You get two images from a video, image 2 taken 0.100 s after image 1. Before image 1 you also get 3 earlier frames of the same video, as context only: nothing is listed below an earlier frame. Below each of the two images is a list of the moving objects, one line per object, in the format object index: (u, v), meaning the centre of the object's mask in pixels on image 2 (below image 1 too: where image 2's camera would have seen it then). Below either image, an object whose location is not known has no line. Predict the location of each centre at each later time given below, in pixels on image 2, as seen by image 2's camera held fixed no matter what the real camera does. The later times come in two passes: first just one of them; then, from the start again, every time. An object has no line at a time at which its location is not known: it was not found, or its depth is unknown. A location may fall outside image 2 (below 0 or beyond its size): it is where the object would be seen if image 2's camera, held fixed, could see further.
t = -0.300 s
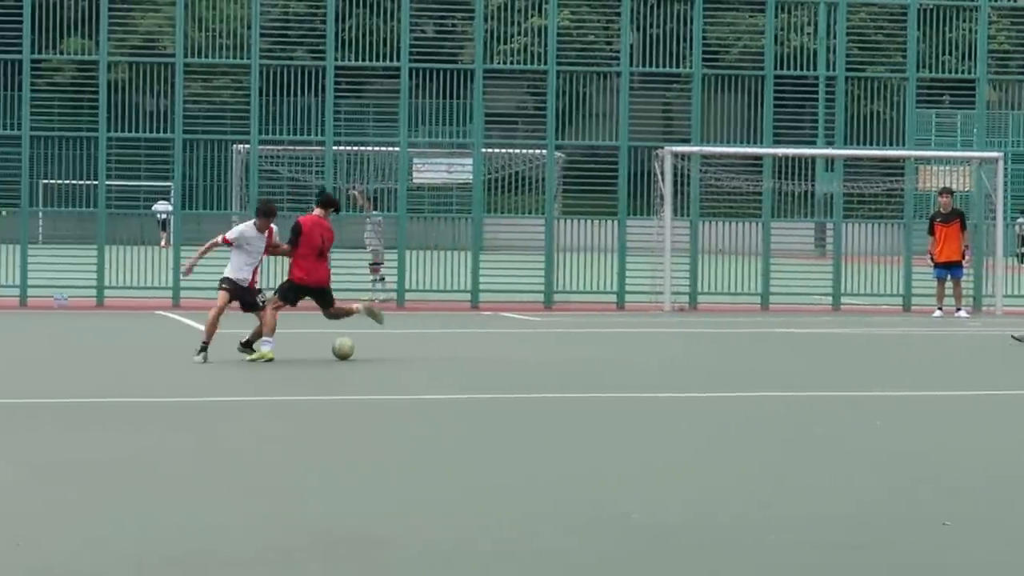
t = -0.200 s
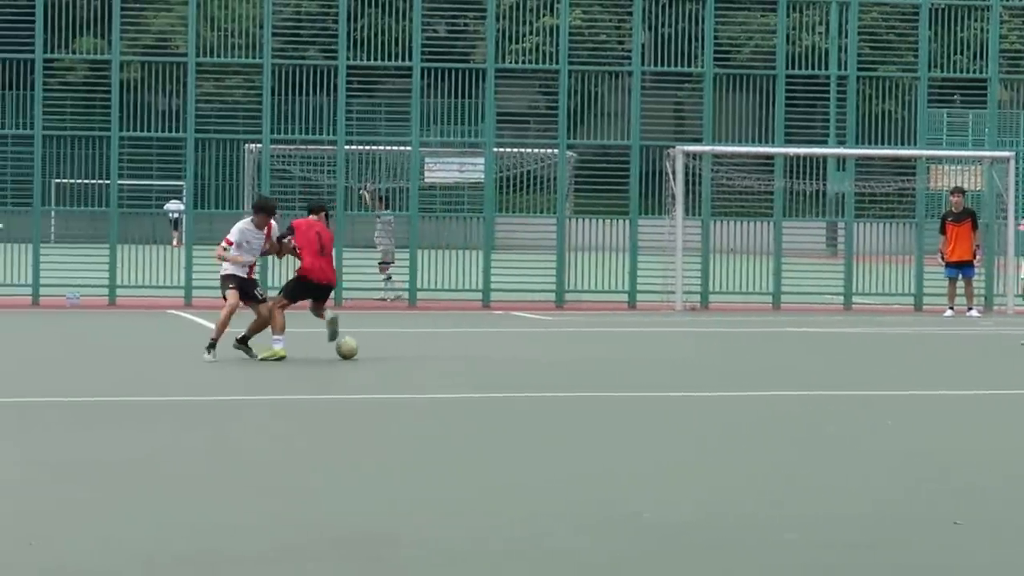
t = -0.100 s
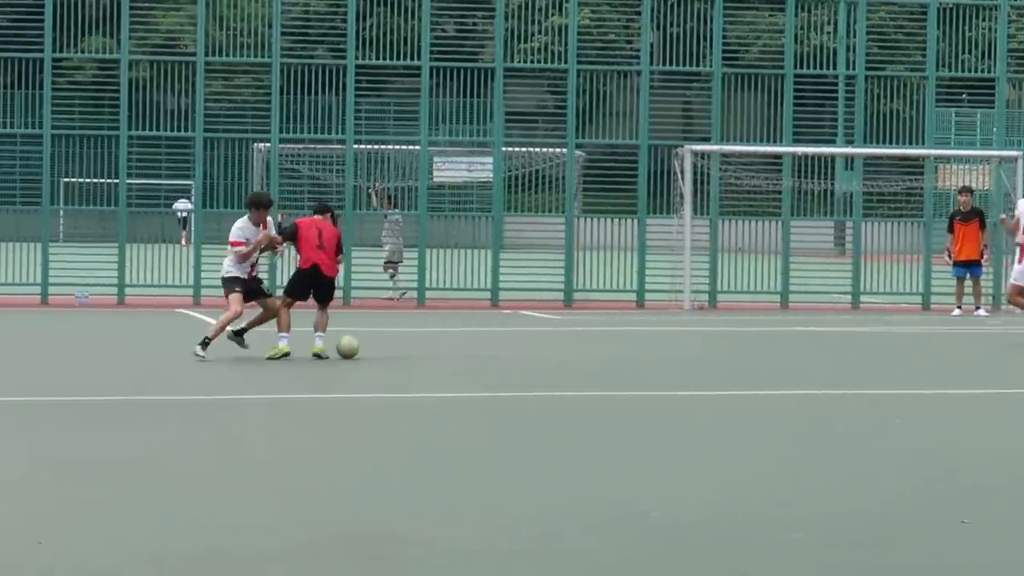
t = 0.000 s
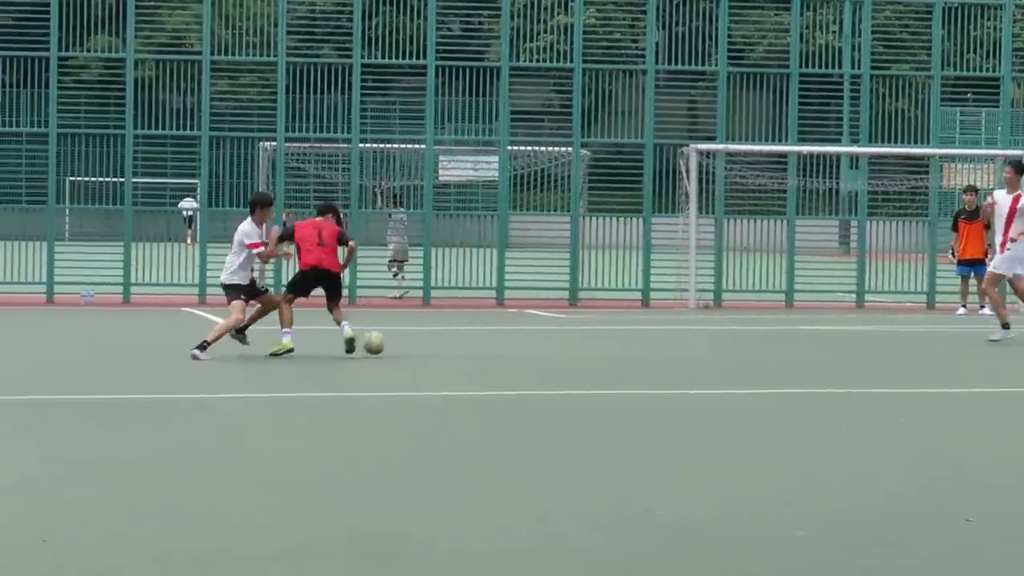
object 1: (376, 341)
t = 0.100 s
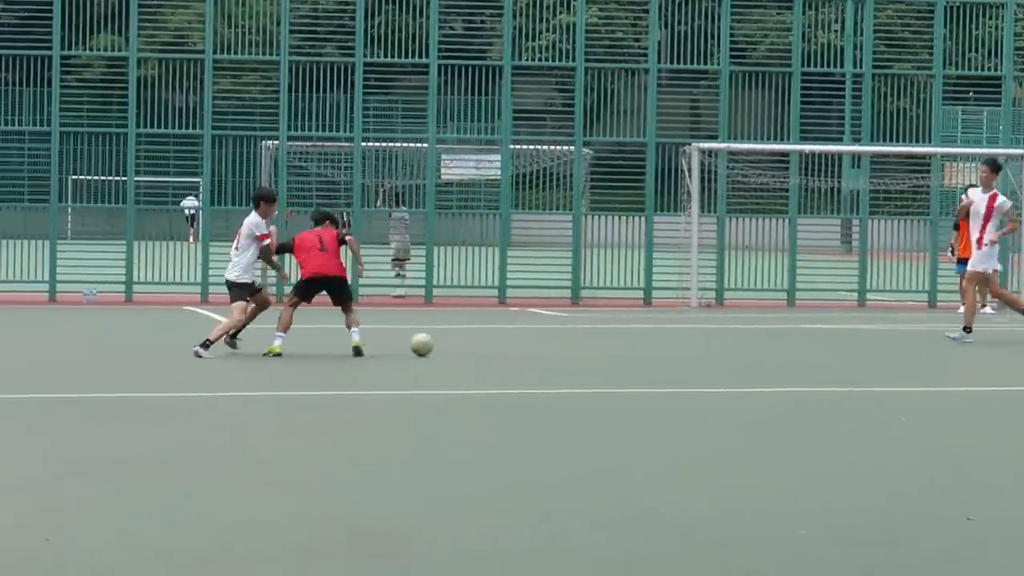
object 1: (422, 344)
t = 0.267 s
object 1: (474, 344)
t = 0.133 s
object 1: (433, 344)
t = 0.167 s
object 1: (444, 343)
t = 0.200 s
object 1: (453, 343)
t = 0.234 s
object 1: (464, 344)
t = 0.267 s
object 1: (474, 344)
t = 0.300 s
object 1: (485, 343)
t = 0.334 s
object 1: (497, 344)
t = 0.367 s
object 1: (506, 345)
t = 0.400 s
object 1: (516, 345)
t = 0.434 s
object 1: (527, 343)
